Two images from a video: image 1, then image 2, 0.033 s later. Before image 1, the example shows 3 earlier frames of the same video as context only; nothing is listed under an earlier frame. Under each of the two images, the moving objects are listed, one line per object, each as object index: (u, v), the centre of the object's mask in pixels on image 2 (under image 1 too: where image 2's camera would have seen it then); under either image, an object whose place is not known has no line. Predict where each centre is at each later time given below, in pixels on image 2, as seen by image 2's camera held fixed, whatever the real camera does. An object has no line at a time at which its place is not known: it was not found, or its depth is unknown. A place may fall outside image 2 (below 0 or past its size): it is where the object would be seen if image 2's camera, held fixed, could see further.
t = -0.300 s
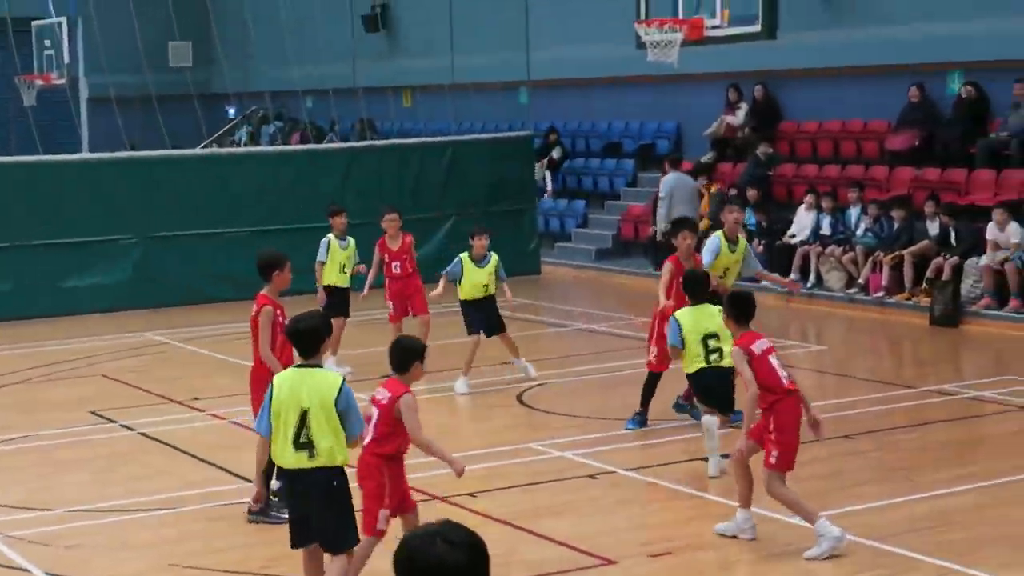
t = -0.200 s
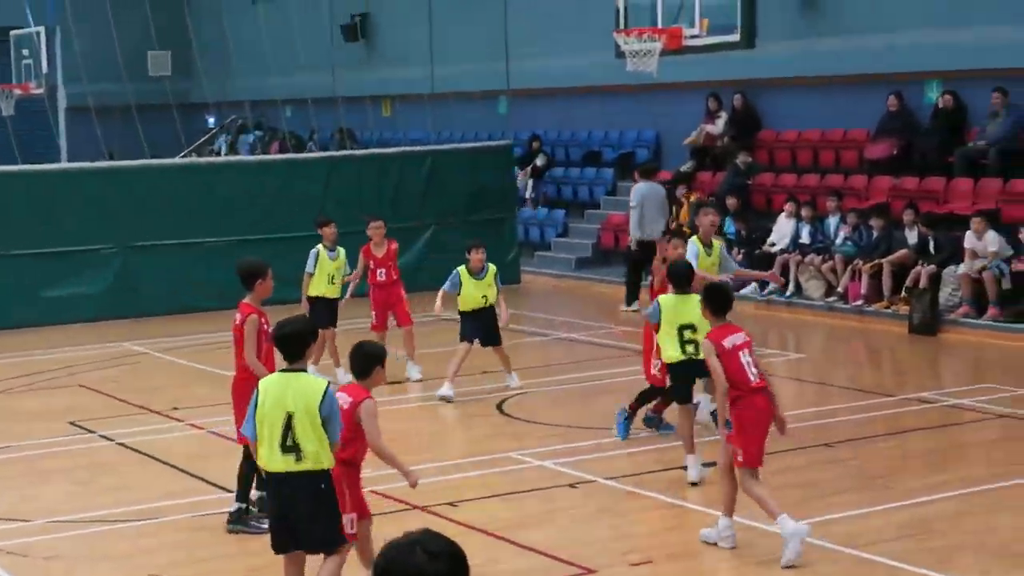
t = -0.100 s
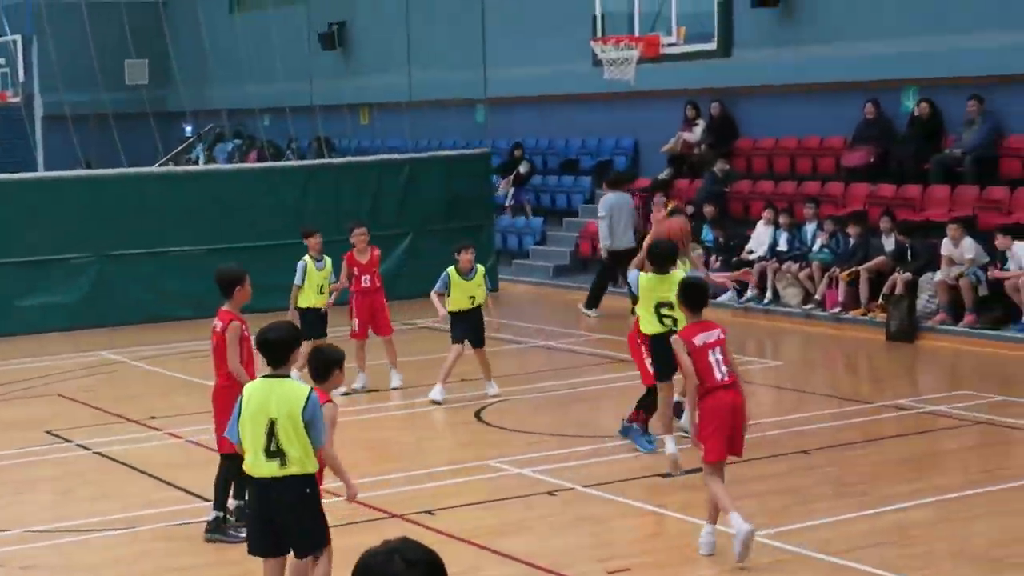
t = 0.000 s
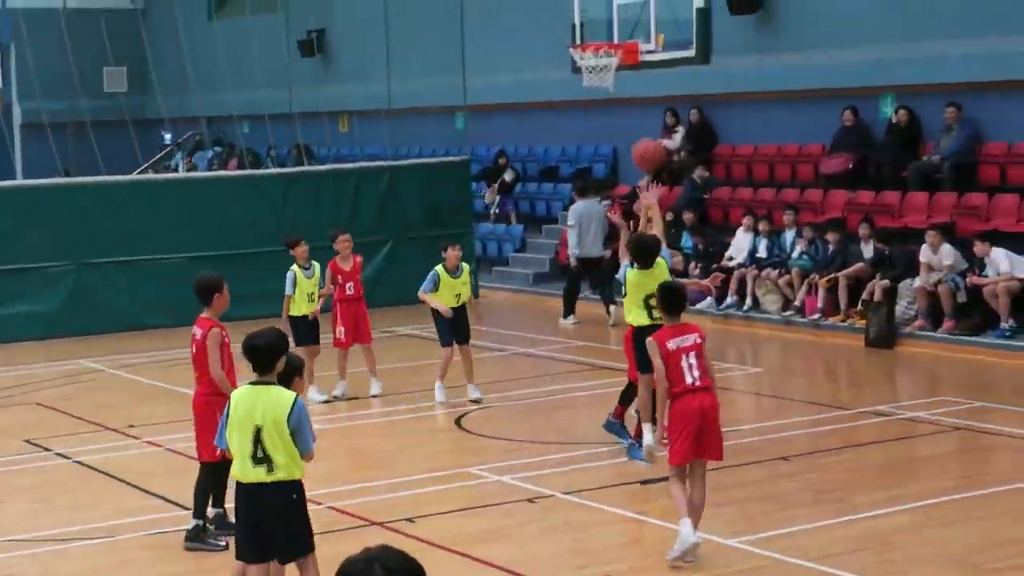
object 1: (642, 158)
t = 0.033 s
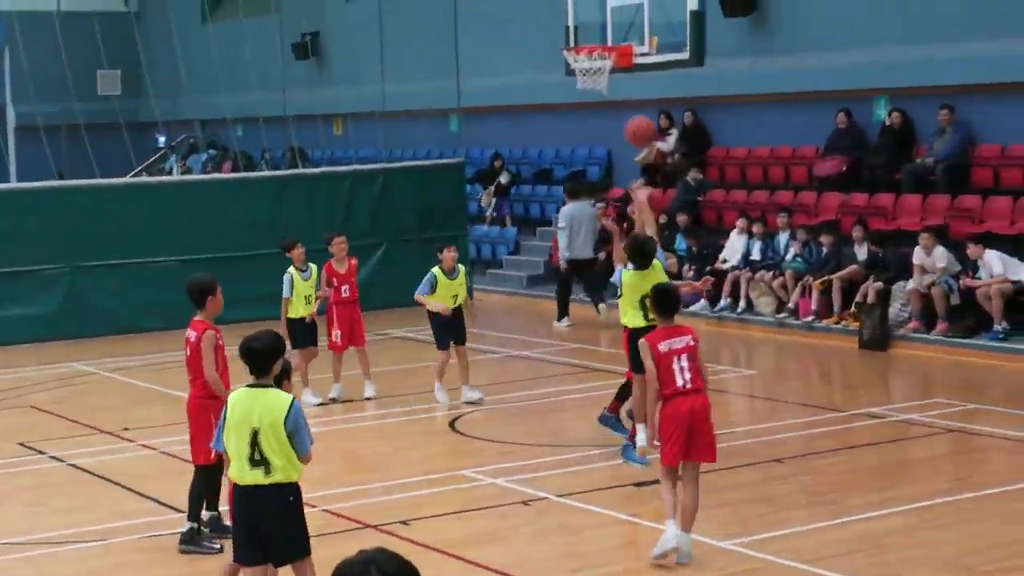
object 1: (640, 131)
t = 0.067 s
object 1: (636, 107)
